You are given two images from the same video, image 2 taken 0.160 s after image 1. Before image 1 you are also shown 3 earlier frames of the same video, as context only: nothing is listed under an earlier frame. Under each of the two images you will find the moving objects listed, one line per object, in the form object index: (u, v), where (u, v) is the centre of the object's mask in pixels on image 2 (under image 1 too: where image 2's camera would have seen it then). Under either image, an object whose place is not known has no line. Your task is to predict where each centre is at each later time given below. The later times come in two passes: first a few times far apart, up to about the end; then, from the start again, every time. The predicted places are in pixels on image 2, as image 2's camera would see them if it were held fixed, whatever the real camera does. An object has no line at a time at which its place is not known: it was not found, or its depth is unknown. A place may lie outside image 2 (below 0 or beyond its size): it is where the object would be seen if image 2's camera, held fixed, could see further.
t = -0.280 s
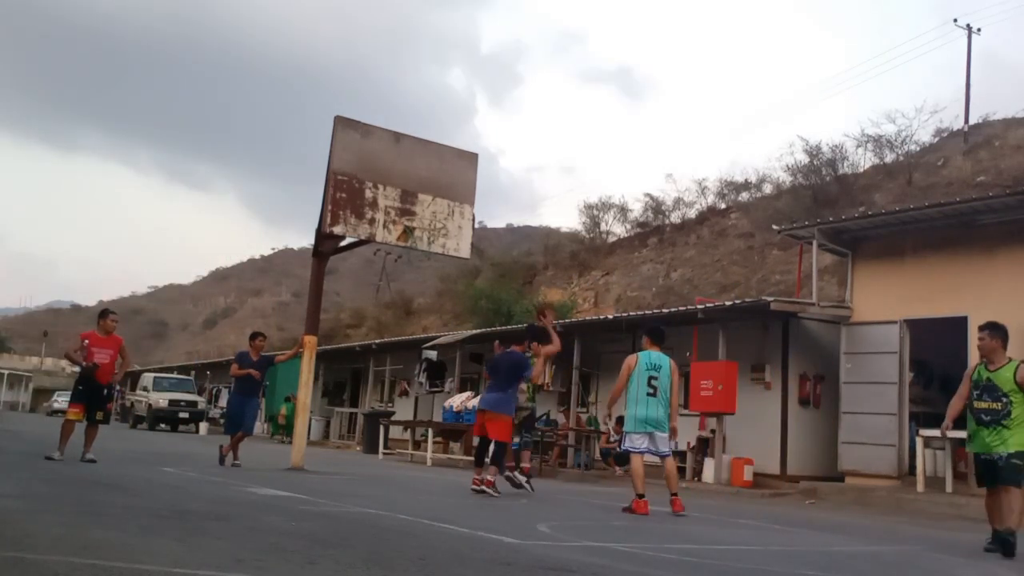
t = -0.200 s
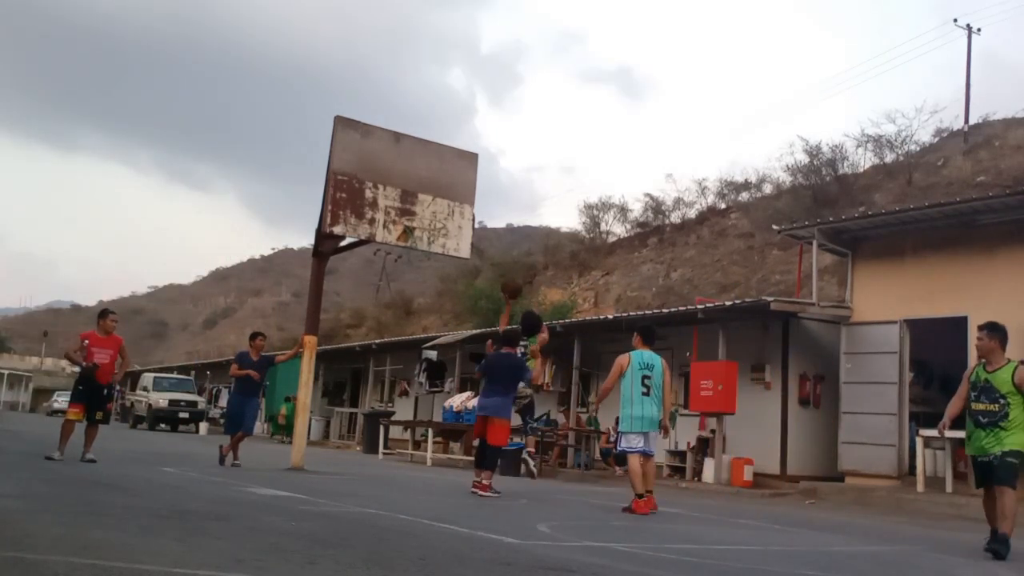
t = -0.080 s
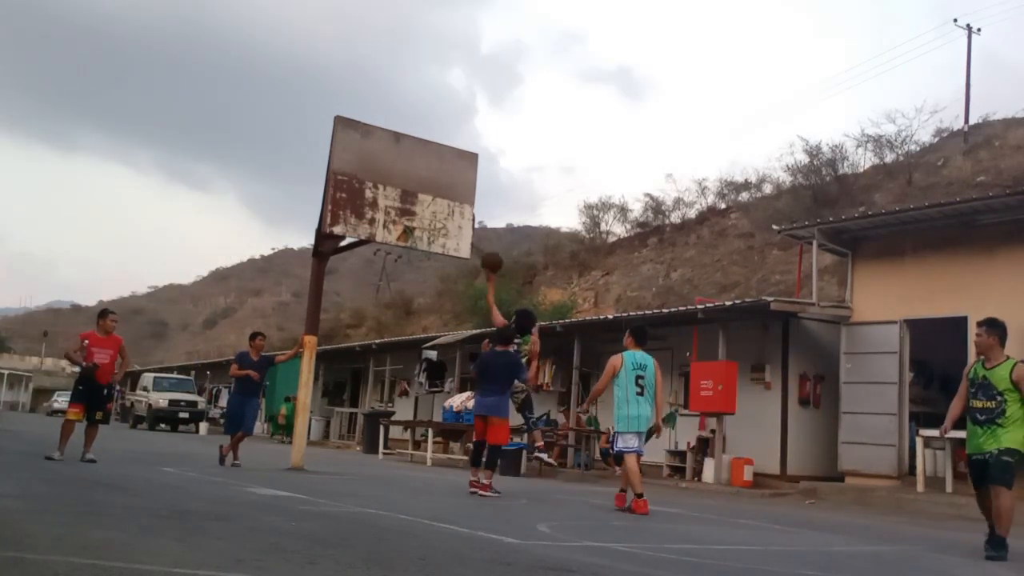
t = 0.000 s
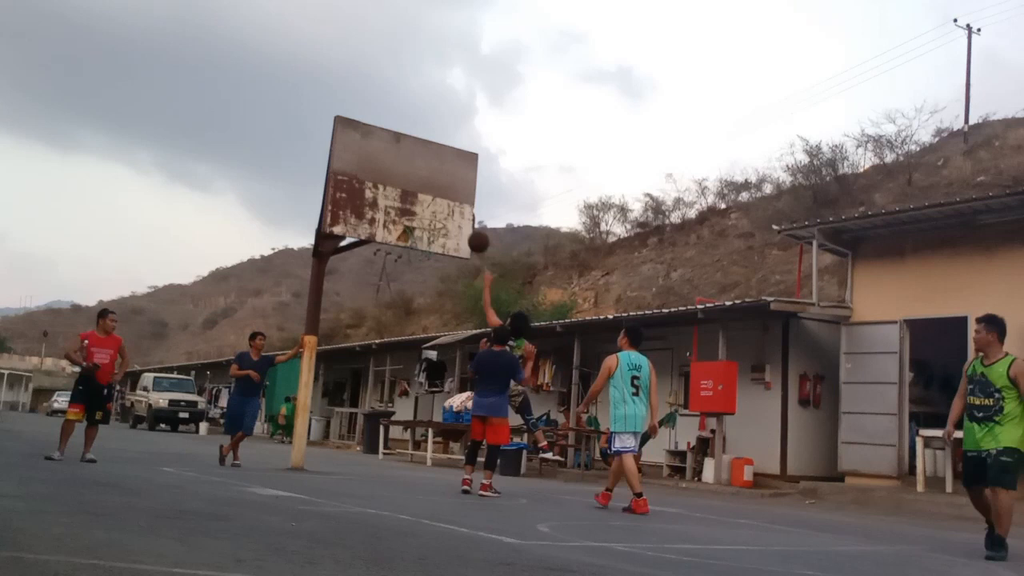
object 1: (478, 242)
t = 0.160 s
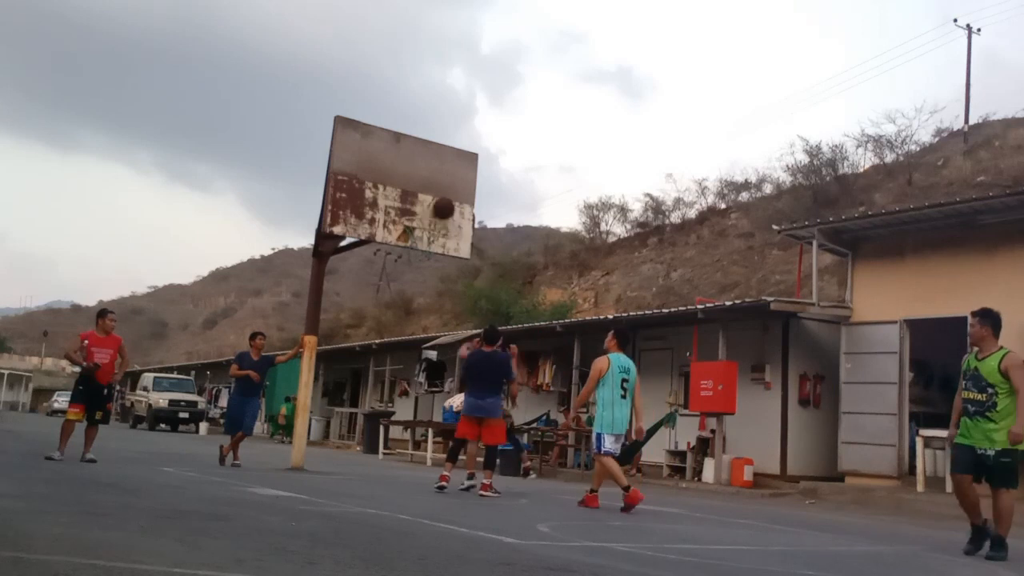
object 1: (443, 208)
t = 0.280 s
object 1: (425, 203)
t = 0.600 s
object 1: (432, 222)
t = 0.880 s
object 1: (418, 217)
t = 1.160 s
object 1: (434, 245)
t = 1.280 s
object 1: (425, 250)
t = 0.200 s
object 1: (436, 205)
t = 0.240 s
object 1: (429, 203)
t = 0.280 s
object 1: (425, 203)
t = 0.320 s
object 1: (421, 205)
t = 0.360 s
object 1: (418, 207)
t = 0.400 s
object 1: (414, 212)
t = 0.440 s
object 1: (414, 217)
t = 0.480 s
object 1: (420, 218)
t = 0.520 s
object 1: (426, 219)
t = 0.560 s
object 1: (429, 220)
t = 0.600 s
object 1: (432, 222)
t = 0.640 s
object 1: (424, 221)
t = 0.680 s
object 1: (419, 220)
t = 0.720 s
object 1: (416, 218)
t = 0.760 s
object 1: (413, 218)
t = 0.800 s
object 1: (411, 219)
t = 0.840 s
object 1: (412, 218)
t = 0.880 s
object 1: (418, 217)
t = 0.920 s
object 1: (422, 219)
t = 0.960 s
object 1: (426, 221)
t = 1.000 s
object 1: (429, 225)
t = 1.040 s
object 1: (431, 229)
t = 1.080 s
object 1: (435, 237)
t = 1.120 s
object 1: (435, 240)
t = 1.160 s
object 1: (434, 245)
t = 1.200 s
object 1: (432, 247)
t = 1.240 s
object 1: (429, 249)
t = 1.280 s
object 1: (425, 250)
